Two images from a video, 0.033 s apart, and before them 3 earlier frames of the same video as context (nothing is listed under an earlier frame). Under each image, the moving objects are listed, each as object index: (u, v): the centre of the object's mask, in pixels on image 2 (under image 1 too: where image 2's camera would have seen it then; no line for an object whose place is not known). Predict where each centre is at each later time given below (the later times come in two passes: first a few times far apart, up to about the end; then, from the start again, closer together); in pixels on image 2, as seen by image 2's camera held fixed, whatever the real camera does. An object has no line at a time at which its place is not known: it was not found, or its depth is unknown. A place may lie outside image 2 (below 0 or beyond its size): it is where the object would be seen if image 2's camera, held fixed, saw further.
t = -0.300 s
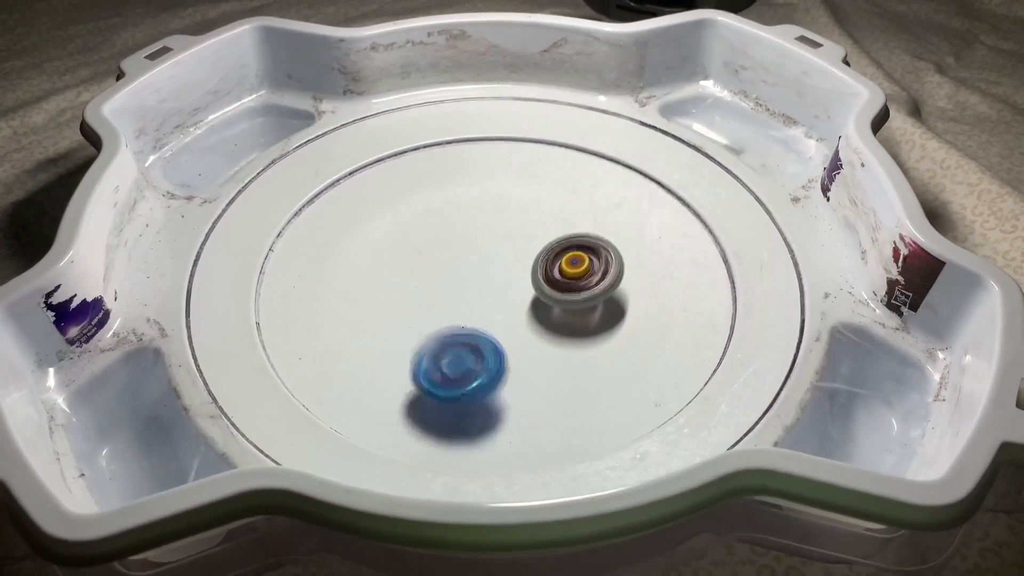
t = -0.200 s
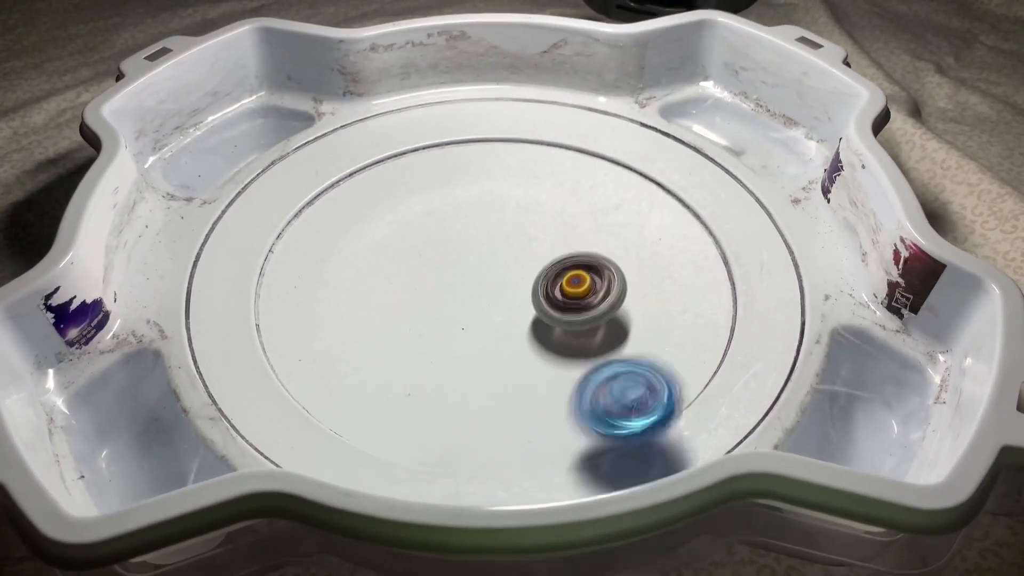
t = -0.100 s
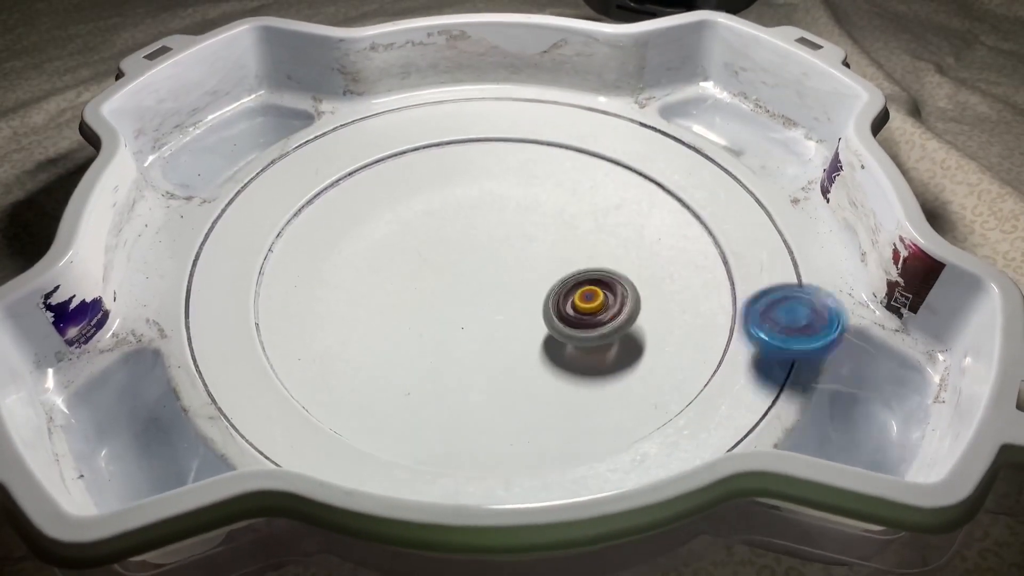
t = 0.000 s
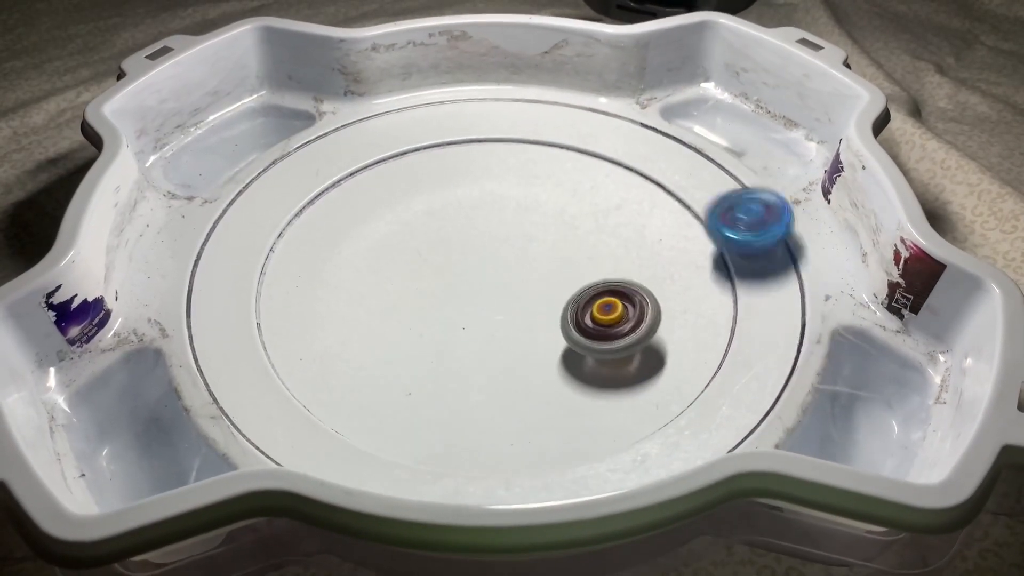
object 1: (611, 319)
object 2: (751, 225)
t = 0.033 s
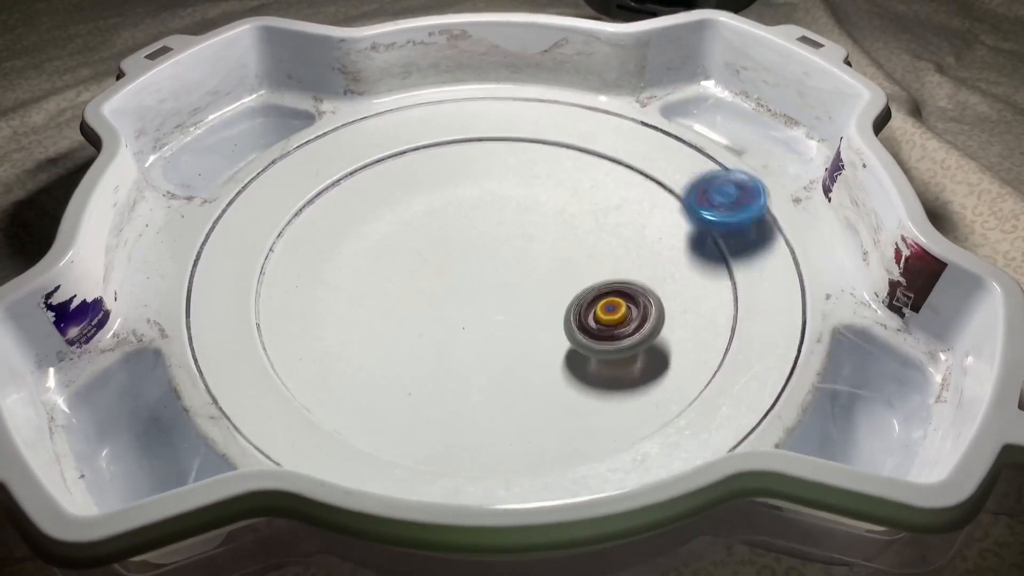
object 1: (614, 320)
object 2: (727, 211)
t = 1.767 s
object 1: (419, 306)
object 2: (257, 261)
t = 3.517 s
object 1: (459, 230)
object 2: (642, 363)
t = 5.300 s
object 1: (570, 291)
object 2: (590, 195)
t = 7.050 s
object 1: (459, 304)
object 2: (393, 178)
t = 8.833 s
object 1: (440, 208)
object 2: (542, 247)
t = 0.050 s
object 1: (616, 321)
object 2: (711, 204)
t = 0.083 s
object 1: (618, 322)
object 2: (674, 193)
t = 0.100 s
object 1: (618, 321)
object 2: (652, 191)
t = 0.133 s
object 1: (619, 321)
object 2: (603, 187)
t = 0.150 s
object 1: (619, 320)
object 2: (577, 189)
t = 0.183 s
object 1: (618, 319)
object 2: (526, 200)
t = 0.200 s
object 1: (618, 318)
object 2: (500, 208)
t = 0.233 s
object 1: (615, 317)
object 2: (450, 231)
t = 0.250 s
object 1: (614, 316)
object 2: (427, 245)
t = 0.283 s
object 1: (611, 315)
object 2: (389, 282)
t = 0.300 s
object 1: (609, 315)
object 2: (375, 303)
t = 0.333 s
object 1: (606, 315)
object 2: (363, 342)
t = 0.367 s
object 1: (603, 315)
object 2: (371, 388)
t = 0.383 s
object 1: (602, 315)
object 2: (383, 410)
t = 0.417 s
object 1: (599, 315)
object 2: (436, 427)
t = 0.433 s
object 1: (597, 316)
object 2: (476, 425)
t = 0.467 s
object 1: (593, 318)
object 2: (556, 428)
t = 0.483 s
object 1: (592, 318)
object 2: (598, 440)
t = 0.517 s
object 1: (588, 319)
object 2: (661, 434)
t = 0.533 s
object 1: (586, 319)
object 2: (687, 430)
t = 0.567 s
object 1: (582, 319)
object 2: (734, 410)
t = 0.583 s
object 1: (579, 320)
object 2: (748, 385)
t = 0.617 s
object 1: (574, 322)
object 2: (767, 354)
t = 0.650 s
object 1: (569, 326)
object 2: (772, 328)
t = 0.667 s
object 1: (566, 325)
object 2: (771, 318)
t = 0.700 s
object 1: (560, 328)
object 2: (761, 290)
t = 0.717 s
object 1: (558, 329)
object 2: (750, 272)
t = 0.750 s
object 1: (552, 332)
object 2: (720, 256)
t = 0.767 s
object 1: (550, 334)
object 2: (704, 247)
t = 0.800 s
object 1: (546, 337)
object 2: (662, 228)
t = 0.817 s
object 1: (543, 339)
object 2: (638, 220)
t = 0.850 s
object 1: (539, 341)
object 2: (584, 209)
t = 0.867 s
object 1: (537, 342)
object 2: (554, 210)
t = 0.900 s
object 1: (534, 345)
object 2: (492, 208)
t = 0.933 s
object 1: (532, 347)
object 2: (434, 219)
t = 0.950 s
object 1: (531, 347)
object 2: (406, 228)
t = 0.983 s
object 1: (529, 348)
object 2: (355, 252)
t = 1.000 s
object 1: (528, 348)
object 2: (332, 268)
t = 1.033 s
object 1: (526, 349)
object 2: (296, 305)
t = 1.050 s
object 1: (525, 350)
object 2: (282, 326)
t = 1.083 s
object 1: (525, 350)
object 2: (295, 355)
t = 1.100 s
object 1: (524, 349)
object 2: (320, 366)
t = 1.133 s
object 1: (521, 349)
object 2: (378, 405)
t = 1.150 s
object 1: (520, 349)
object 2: (411, 431)
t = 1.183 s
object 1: (518, 347)
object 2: (458, 460)
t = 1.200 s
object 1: (517, 346)
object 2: (482, 465)
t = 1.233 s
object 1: (514, 343)
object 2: (532, 471)
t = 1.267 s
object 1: (509, 341)
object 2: (584, 461)
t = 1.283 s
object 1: (505, 339)
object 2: (609, 452)
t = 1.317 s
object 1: (499, 335)
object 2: (650, 430)
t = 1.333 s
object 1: (496, 334)
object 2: (665, 415)
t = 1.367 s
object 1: (490, 332)
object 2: (684, 378)
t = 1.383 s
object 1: (487, 330)
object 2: (689, 365)
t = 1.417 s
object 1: (481, 328)
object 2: (690, 333)
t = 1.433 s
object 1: (478, 326)
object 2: (685, 312)
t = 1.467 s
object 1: (473, 323)
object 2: (665, 275)
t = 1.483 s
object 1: (471, 324)
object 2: (649, 257)
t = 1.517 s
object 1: (464, 321)
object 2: (608, 226)
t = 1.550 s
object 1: (458, 318)
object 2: (559, 203)
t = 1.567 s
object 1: (456, 317)
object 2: (533, 194)
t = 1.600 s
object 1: (450, 315)
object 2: (477, 182)
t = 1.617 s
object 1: (447, 314)
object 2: (448, 177)
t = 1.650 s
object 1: (441, 312)
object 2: (390, 177)
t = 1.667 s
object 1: (438, 311)
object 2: (361, 179)
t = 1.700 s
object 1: (433, 308)
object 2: (309, 188)
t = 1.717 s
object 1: (430, 308)
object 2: (291, 197)
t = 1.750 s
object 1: (422, 307)
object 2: (266, 235)
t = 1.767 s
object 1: (419, 306)
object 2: (257, 261)
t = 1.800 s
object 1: (411, 306)
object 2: (239, 307)
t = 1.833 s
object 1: (404, 305)
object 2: (232, 346)
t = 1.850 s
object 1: (401, 305)
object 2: (234, 366)
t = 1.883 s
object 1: (395, 305)
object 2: (251, 401)
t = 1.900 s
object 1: (393, 305)
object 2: (267, 421)
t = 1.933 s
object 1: (389, 306)
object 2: (316, 440)
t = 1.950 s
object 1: (387, 306)
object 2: (345, 448)
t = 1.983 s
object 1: (384, 307)
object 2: (406, 459)
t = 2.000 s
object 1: (383, 307)
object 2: (438, 461)
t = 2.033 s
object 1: (381, 307)
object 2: (501, 456)
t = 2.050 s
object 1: (380, 308)
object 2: (532, 443)
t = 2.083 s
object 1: (379, 309)
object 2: (587, 424)
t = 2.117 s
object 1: (380, 310)
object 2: (629, 395)
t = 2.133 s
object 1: (380, 310)
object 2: (644, 375)
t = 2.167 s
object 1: (381, 310)
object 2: (662, 333)
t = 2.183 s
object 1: (382, 310)
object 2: (665, 312)
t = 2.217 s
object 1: (386, 311)
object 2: (659, 270)
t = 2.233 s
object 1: (388, 312)
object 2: (649, 250)
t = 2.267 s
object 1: (393, 310)
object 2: (622, 212)
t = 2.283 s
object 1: (397, 311)
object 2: (604, 197)
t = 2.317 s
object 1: (404, 310)
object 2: (562, 169)
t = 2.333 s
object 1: (408, 310)
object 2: (540, 153)
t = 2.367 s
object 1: (416, 308)
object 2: (491, 137)
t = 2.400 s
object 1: (424, 305)
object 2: (440, 132)
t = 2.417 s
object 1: (428, 303)
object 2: (416, 133)
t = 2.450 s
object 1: (434, 299)
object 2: (362, 157)
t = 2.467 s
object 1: (438, 297)
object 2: (342, 174)
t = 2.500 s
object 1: (443, 291)
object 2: (308, 207)
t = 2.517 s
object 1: (446, 289)
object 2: (294, 221)
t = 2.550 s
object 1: (451, 283)
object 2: (273, 253)
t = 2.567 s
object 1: (452, 281)
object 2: (267, 270)
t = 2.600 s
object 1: (455, 275)
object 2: (270, 304)
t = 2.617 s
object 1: (456, 273)
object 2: (279, 323)
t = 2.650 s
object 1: (459, 266)
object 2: (309, 357)
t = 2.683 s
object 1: (460, 259)
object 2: (357, 388)
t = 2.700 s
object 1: (460, 256)
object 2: (386, 398)
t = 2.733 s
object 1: (460, 250)
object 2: (453, 408)
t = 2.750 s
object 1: (460, 247)
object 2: (488, 406)
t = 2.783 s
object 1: (459, 242)
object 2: (554, 390)
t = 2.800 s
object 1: (459, 240)
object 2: (584, 377)
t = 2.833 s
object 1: (458, 235)
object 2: (632, 342)
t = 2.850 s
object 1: (457, 233)
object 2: (649, 322)
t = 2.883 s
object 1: (454, 229)
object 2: (669, 279)
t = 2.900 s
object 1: (453, 227)
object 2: (671, 258)
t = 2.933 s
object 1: (451, 224)
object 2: (664, 217)
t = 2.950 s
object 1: (449, 222)
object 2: (656, 198)
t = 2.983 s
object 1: (447, 220)
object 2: (632, 165)
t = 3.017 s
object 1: (444, 219)
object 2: (593, 137)
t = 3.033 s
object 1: (444, 218)
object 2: (567, 136)
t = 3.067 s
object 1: (443, 217)
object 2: (516, 132)
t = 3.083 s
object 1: (442, 216)
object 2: (488, 133)
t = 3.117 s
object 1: (441, 216)
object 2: (439, 138)
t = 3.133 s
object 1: (441, 216)
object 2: (417, 140)
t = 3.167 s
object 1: (440, 215)
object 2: (373, 157)
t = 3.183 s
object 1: (440, 215)
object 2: (356, 162)
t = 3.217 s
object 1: (439, 216)
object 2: (327, 186)
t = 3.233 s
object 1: (439, 216)
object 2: (316, 200)
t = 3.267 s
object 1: (440, 217)
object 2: (303, 235)
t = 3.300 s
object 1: (440, 218)
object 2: (304, 273)
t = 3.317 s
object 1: (440, 219)
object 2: (313, 291)
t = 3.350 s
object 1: (442, 221)
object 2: (341, 329)
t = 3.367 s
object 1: (443, 222)
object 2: (361, 345)
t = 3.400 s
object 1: (444, 225)
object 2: (415, 371)
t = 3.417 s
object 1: (446, 226)
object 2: (445, 386)
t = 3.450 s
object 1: (450, 228)
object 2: (512, 393)
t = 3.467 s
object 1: (452, 229)
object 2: (546, 392)
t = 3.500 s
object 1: (457, 230)
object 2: (613, 376)
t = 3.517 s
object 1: (459, 230)
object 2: (642, 363)
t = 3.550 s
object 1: (465, 231)
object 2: (689, 329)
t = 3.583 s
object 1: (471, 231)
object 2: (720, 291)
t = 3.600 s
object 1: (473, 231)
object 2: (729, 271)
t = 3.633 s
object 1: (479, 231)
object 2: (721, 232)
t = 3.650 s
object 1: (482, 230)
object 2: (709, 214)
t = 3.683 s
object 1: (489, 230)
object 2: (672, 187)
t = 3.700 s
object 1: (492, 230)
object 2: (657, 174)
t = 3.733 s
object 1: (499, 231)
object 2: (614, 157)
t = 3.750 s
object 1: (503, 231)
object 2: (590, 152)
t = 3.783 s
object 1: (510, 231)
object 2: (548, 144)
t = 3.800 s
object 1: (514, 230)
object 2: (530, 141)
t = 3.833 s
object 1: (520, 229)
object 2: (489, 144)
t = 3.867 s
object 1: (525, 228)
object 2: (452, 152)
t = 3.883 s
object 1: (528, 227)
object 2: (435, 160)
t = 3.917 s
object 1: (532, 226)
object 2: (403, 178)
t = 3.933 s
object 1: (534, 225)
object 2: (389, 190)
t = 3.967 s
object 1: (538, 224)
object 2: (368, 218)
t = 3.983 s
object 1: (539, 223)
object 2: (359, 235)
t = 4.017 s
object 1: (542, 223)
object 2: (354, 273)
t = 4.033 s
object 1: (543, 222)
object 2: (357, 292)
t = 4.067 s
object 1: (545, 222)
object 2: (375, 328)
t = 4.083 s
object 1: (546, 222)
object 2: (390, 344)
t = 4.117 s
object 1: (547, 221)
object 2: (431, 371)
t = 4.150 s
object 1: (548, 222)
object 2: (481, 389)
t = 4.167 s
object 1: (548, 222)
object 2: (509, 394)
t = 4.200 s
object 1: (548, 223)
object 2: (570, 395)
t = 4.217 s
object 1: (548, 223)
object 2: (600, 392)
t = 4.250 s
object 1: (550, 224)
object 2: (655, 373)
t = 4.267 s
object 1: (550, 226)
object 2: (680, 361)
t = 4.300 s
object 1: (552, 227)
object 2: (718, 330)
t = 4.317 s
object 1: (553, 228)
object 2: (731, 313)
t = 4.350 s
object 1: (556, 230)
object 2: (732, 275)
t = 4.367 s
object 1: (558, 231)
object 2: (729, 259)
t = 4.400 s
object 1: (562, 233)
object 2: (710, 228)
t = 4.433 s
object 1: (565, 236)
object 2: (686, 200)
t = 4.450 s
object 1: (567, 237)
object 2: (672, 189)
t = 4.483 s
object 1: (571, 240)
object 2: (637, 174)
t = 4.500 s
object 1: (574, 240)
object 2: (618, 168)
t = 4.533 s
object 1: (578, 242)
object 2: (576, 161)
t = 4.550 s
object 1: (580, 242)
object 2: (554, 161)
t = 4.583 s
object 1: (583, 242)
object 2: (509, 164)
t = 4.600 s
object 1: (585, 243)
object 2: (488, 167)
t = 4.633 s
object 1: (587, 243)
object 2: (444, 181)
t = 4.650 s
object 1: (588, 243)
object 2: (423, 191)
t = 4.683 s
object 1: (589, 243)
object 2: (386, 214)
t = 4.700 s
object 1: (590, 244)
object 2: (371, 230)
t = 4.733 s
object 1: (590, 244)
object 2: (348, 261)
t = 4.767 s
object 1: (591, 246)
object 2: (342, 296)
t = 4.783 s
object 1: (590, 245)
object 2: (344, 314)
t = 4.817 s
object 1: (588, 246)
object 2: (360, 350)
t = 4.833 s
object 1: (587, 247)
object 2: (374, 366)
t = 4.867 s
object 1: (585, 247)
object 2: (412, 395)
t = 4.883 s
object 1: (584, 248)
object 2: (434, 415)
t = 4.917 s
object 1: (581, 250)
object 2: (488, 424)
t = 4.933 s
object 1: (579, 250)
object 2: (517, 428)
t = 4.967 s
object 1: (577, 252)
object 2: (575, 428)
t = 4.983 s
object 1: (576, 253)
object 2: (604, 423)
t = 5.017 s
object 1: (574, 256)
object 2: (651, 402)
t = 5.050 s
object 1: (573, 261)
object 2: (686, 378)
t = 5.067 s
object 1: (573, 263)
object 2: (701, 364)
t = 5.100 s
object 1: (572, 268)
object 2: (723, 330)
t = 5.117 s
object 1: (572, 270)
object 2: (725, 318)
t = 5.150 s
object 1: (572, 274)
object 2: (721, 286)
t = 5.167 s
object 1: (572, 276)
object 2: (715, 271)
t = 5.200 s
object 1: (571, 279)
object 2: (695, 245)
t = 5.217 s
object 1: (571, 281)
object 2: (681, 233)
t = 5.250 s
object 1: (570, 285)
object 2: (649, 213)
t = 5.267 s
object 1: (570, 287)
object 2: (630, 206)
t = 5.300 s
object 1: (570, 291)
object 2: (590, 195)
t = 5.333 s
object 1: (571, 294)
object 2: (545, 187)
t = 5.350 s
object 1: (571, 296)
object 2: (522, 188)
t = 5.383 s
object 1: (571, 298)
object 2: (476, 190)
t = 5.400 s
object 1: (572, 300)
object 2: (453, 194)
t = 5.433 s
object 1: (572, 302)
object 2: (412, 203)
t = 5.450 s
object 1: (572, 303)
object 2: (391, 211)
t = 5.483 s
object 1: (572, 305)
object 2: (356, 236)
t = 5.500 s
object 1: (572, 306)
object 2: (341, 250)
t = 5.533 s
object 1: (571, 307)
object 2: (322, 281)
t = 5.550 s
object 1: (571, 308)
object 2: (317, 294)
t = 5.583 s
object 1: (570, 309)
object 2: (314, 334)
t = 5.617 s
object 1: (568, 310)
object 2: (327, 362)
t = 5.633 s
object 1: (567, 309)
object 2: (338, 376)
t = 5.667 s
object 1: (566, 310)
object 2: (371, 401)
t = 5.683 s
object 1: (565, 310)
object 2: (391, 411)
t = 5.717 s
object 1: (563, 311)
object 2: (439, 426)
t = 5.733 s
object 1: (562, 312)
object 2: (464, 431)
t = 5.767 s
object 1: (560, 312)
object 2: (518, 431)
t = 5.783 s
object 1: (559, 312)
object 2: (544, 428)
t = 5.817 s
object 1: (556, 312)
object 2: (594, 413)
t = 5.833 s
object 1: (555, 313)
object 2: (616, 404)
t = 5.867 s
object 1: (553, 313)
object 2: (649, 378)
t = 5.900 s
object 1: (551, 312)
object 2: (669, 348)
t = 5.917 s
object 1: (550, 313)
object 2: (674, 332)
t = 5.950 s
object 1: (547, 312)
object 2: (674, 299)
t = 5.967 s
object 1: (545, 313)
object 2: (668, 283)
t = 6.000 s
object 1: (543, 313)
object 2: (650, 254)
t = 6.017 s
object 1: (542, 313)
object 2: (637, 242)
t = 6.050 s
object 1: (539, 314)
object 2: (606, 220)
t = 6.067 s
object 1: (538, 314)
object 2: (589, 212)
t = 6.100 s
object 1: (534, 316)
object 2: (553, 197)
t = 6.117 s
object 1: (532, 316)
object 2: (533, 193)
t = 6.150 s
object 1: (527, 318)
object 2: (492, 187)
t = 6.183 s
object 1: (521, 319)
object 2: (449, 187)
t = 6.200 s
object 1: (518, 320)
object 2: (428, 188)
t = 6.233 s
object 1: (513, 321)
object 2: (386, 197)
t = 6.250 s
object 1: (511, 322)
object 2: (366, 201)
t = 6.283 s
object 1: (508, 323)
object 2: (332, 223)
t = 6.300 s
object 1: (506, 323)
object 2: (318, 234)
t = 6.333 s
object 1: (503, 324)
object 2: (299, 259)
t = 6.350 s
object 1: (501, 324)
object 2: (294, 273)
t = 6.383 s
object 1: (499, 324)
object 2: (291, 303)
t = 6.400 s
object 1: (497, 323)
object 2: (295, 315)
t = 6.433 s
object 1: (494, 323)
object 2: (311, 349)
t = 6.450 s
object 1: (493, 322)
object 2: (324, 364)
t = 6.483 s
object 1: (490, 321)
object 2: (358, 388)
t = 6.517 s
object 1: (488, 320)
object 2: (403, 405)
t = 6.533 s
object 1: (486, 319)
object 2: (428, 410)
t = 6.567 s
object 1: (483, 318)
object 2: (482, 415)
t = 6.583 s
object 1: (482, 317)
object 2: (509, 412)
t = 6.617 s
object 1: (480, 317)
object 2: (562, 398)
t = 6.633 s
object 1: (479, 315)
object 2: (584, 387)
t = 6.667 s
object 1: (478, 317)
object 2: (622, 360)
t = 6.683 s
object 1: (478, 314)
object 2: (635, 345)
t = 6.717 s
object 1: (475, 315)
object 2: (650, 313)
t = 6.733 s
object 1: (474, 313)
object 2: (652, 297)
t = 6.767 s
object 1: (471, 313)
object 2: (647, 266)
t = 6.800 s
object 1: (470, 309)
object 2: (633, 239)
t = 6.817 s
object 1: (468, 312)
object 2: (624, 227)
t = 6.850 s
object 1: (466, 311)
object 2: (599, 206)
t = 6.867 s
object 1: (465, 307)
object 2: (584, 197)
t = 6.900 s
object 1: (463, 307)
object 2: (553, 183)
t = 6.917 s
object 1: (462, 306)
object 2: (535, 177)
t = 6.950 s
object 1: (461, 305)
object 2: (497, 169)
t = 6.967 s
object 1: (460, 305)
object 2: (477, 167)
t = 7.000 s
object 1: (460, 306)
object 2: (441, 167)
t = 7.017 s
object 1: (459, 306)
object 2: (424, 170)
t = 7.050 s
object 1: (459, 304)
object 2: (393, 178)
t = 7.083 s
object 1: (460, 301)
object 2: (365, 194)
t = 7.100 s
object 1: (460, 303)
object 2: (353, 205)
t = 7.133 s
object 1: (461, 299)
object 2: (335, 228)
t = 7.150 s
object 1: (461, 298)
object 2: (330, 241)
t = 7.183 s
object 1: (461, 298)
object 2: (326, 270)
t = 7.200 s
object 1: (462, 296)
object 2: (329, 286)
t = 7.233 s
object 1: (462, 294)
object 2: (343, 317)
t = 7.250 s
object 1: (462, 293)
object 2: (357, 326)
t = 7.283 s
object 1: (460, 290)
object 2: (390, 355)
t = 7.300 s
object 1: (460, 289)
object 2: (410, 363)
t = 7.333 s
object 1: (458, 286)
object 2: (454, 377)
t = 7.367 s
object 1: (456, 283)
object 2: (502, 379)
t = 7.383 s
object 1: (454, 282)
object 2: (527, 377)
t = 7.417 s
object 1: (451, 279)
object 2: (574, 366)
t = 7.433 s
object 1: (449, 277)
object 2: (595, 358)
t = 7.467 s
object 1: (446, 274)
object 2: (629, 334)
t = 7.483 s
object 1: (444, 272)
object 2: (641, 321)
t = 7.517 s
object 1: (440, 270)
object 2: (655, 294)
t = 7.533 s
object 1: (438, 269)
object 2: (658, 280)
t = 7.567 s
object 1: (435, 267)
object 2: (656, 253)
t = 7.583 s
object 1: (434, 267)
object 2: (652, 241)
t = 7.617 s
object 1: (432, 265)
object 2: (639, 219)
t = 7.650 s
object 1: (431, 264)
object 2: (620, 200)
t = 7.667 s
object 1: (430, 264)
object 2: (609, 192)
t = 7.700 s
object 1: (429, 263)
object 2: (585, 181)
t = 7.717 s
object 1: (429, 263)
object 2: (571, 177)
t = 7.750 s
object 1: (428, 263)
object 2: (542, 170)
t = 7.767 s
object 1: (429, 262)
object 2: (527, 171)
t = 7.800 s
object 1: (429, 262)
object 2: (494, 172)
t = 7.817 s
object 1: (430, 262)
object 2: (477, 175)
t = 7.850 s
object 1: (431, 263)
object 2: (443, 185)
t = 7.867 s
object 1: (433, 263)
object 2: (427, 191)
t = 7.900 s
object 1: (436, 264)
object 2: (398, 209)
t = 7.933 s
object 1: (451, 283)
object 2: (372, 220)
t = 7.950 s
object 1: (459, 291)
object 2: (360, 223)
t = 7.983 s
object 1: (478, 306)
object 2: (341, 237)
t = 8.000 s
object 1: (487, 313)
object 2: (334, 247)
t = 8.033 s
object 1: (506, 321)
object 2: (329, 272)
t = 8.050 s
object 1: (514, 323)
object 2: (330, 285)
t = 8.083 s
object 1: (531, 324)
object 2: (342, 313)
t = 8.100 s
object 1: (538, 324)
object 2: (352, 326)
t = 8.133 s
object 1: (550, 320)
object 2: (380, 348)
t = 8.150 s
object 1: (557, 318)
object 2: (398, 357)
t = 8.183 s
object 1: (567, 312)
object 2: (436, 368)
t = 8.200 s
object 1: (572, 308)
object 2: (455, 372)
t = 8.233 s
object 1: (579, 302)
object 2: (496, 374)
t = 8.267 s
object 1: (586, 292)
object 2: (534, 369)
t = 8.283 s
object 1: (589, 288)
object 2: (553, 365)
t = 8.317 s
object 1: (610, 255)
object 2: (560, 386)
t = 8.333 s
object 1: (619, 238)
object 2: (565, 396)
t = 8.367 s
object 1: (630, 205)
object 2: (578, 406)
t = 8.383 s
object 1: (634, 189)
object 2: (586, 407)
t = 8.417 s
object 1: (636, 165)
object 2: (607, 405)
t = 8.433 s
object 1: (634, 154)
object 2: (618, 401)
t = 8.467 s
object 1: (613, 157)
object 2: (642, 388)
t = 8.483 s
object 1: (603, 159)
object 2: (653, 381)
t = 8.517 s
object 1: (583, 163)
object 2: (672, 360)
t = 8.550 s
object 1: (564, 166)
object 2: (682, 346)
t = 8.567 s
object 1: (554, 168)
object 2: (686, 331)
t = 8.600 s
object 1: (536, 175)
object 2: (683, 312)
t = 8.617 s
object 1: (527, 177)
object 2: (679, 302)
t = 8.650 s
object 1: (511, 182)
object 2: (666, 286)
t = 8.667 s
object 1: (503, 185)
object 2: (657, 281)
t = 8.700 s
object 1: (491, 191)
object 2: (634, 267)
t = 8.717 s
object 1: (486, 194)
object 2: (621, 260)
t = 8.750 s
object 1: (477, 200)
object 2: (594, 251)
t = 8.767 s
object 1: (474, 203)
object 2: (579, 248)
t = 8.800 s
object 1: (467, 210)
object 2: (549, 244)
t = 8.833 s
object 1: (440, 208)
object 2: (542, 247)
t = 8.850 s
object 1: (429, 209)
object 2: (535, 249)
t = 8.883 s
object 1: (411, 211)
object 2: (518, 254)
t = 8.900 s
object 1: (404, 214)
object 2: (508, 257)
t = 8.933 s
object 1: (395, 222)
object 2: (488, 266)
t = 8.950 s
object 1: (393, 226)
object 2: (479, 271)
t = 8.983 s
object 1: (391, 235)
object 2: (463, 283)
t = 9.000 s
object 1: (387, 234)
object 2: (457, 292)
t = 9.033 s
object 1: (380, 239)
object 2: (446, 307)
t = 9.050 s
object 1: (378, 242)
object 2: (441, 314)
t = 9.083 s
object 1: (377, 247)
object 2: (433, 330)
